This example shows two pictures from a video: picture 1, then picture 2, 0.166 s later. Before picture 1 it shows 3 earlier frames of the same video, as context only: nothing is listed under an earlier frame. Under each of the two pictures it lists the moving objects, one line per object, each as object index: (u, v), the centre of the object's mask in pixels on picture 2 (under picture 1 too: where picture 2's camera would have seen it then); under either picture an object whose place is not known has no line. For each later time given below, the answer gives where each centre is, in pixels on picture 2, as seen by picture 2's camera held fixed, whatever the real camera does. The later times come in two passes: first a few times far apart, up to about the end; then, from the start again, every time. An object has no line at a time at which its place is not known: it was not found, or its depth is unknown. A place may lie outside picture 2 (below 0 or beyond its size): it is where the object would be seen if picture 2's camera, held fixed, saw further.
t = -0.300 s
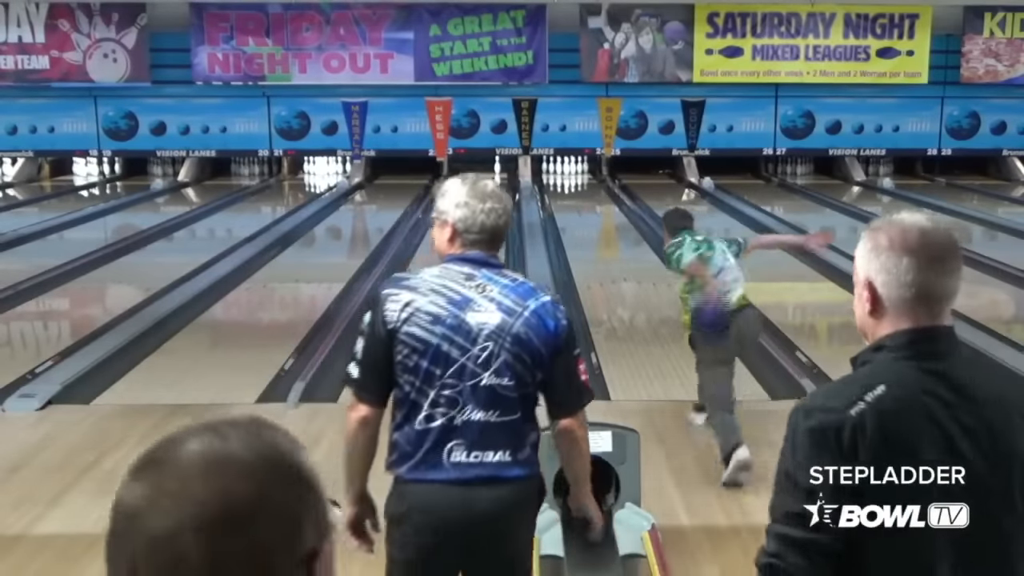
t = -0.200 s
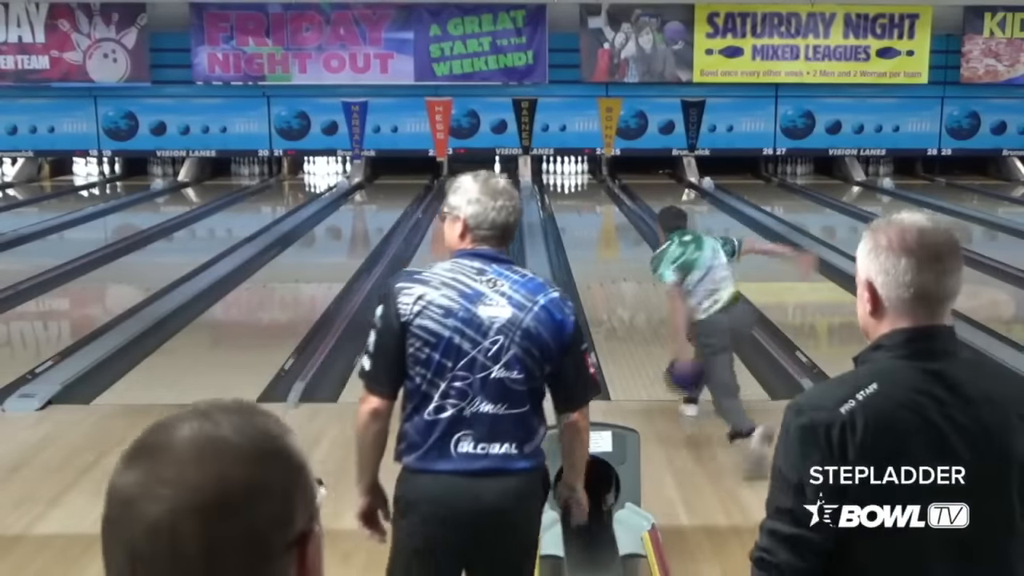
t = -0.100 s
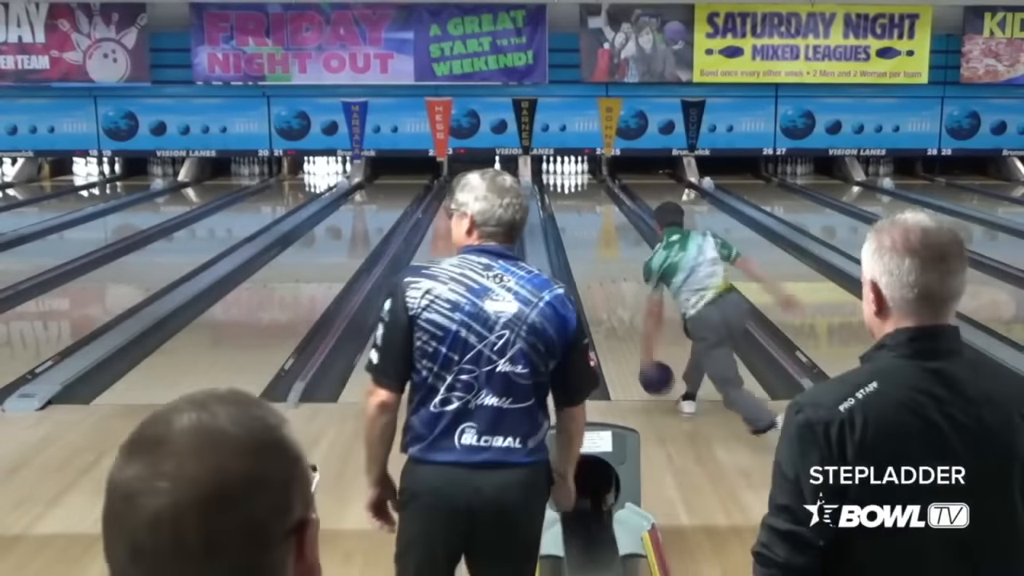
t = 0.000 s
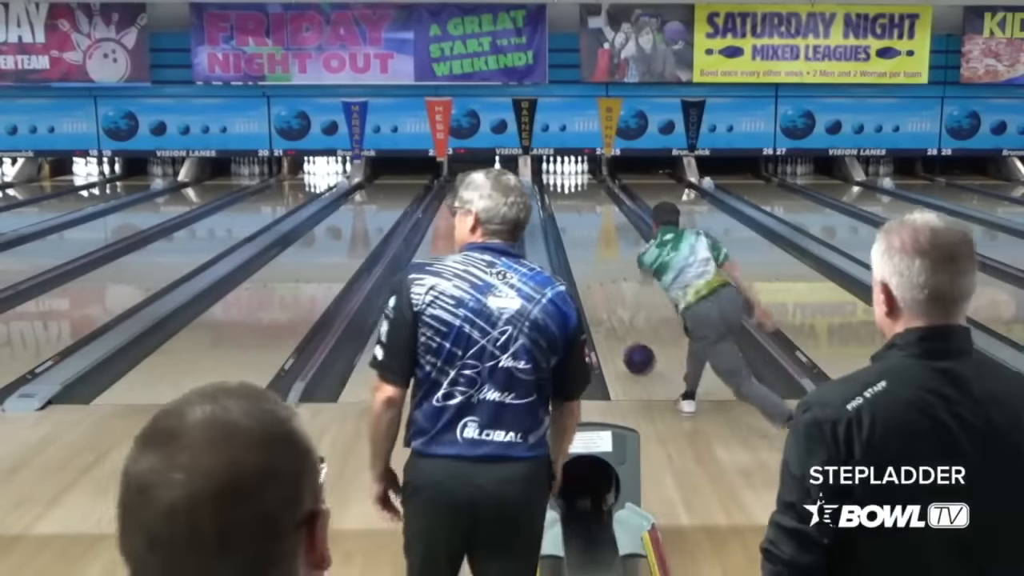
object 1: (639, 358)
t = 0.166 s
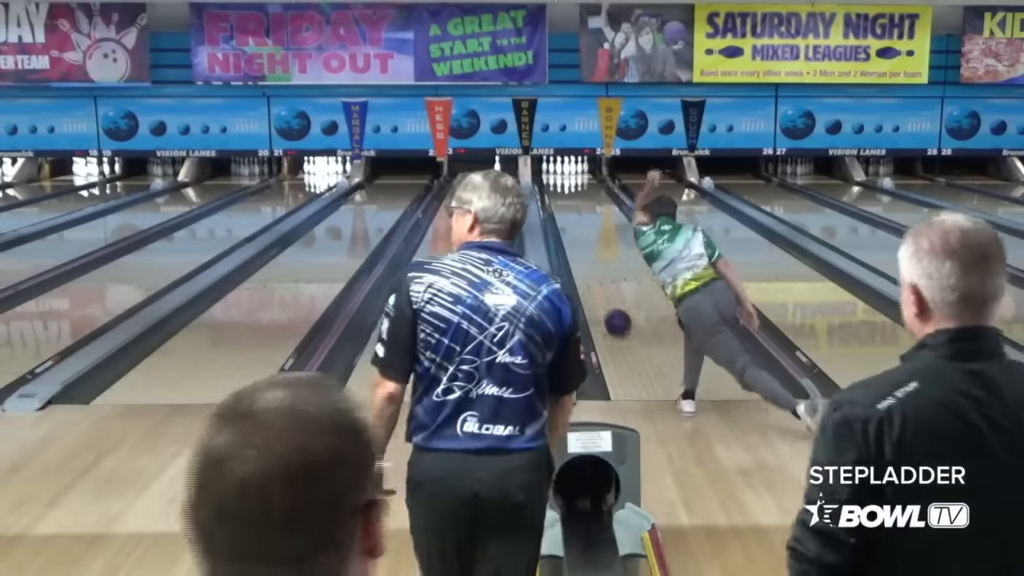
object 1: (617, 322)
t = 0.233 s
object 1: (611, 308)
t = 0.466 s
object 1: (592, 272)
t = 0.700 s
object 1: (579, 246)
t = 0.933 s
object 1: (570, 226)
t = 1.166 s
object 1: (564, 210)
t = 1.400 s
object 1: (561, 199)
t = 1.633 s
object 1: (559, 189)
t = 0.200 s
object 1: (614, 315)
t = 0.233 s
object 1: (611, 308)
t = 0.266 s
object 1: (607, 302)
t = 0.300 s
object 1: (604, 297)
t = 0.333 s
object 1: (602, 292)
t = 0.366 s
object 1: (599, 286)
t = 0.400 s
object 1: (596, 281)
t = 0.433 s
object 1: (594, 276)
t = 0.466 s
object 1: (592, 272)
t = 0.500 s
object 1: (590, 268)
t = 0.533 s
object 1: (588, 264)
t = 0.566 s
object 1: (586, 260)
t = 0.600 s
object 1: (584, 256)
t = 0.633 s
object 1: (583, 252)
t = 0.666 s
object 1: (581, 249)
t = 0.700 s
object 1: (579, 246)
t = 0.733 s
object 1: (578, 243)
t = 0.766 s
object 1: (576, 240)
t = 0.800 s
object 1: (575, 237)
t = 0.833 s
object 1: (574, 234)
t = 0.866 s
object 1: (572, 231)
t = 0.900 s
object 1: (571, 229)
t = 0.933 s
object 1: (570, 226)
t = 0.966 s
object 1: (569, 223)
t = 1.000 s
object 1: (568, 221)
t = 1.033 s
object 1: (568, 219)
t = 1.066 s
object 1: (567, 217)
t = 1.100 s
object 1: (566, 214)
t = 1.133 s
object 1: (565, 212)
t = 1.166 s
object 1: (564, 210)
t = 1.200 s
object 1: (564, 209)
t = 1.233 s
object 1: (563, 207)
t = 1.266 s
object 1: (563, 205)
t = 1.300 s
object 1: (562, 204)
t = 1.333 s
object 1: (562, 202)
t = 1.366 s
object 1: (561, 200)
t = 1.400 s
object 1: (561, 199)
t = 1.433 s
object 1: (560, 198)
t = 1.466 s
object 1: (560, 196)
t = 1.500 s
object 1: (560, 194)
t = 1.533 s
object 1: (560, 194)
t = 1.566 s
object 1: (559, 192)
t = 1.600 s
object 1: (559, 191)
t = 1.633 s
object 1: (559, 189)
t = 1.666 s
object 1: (559, 188)
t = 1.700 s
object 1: (559, 187)
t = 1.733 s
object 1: (559, 186)
